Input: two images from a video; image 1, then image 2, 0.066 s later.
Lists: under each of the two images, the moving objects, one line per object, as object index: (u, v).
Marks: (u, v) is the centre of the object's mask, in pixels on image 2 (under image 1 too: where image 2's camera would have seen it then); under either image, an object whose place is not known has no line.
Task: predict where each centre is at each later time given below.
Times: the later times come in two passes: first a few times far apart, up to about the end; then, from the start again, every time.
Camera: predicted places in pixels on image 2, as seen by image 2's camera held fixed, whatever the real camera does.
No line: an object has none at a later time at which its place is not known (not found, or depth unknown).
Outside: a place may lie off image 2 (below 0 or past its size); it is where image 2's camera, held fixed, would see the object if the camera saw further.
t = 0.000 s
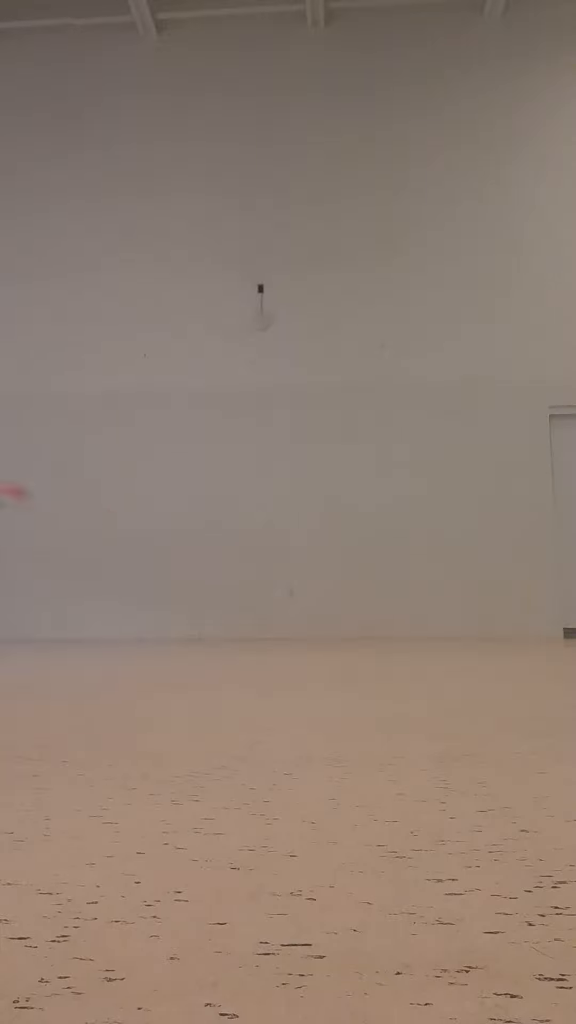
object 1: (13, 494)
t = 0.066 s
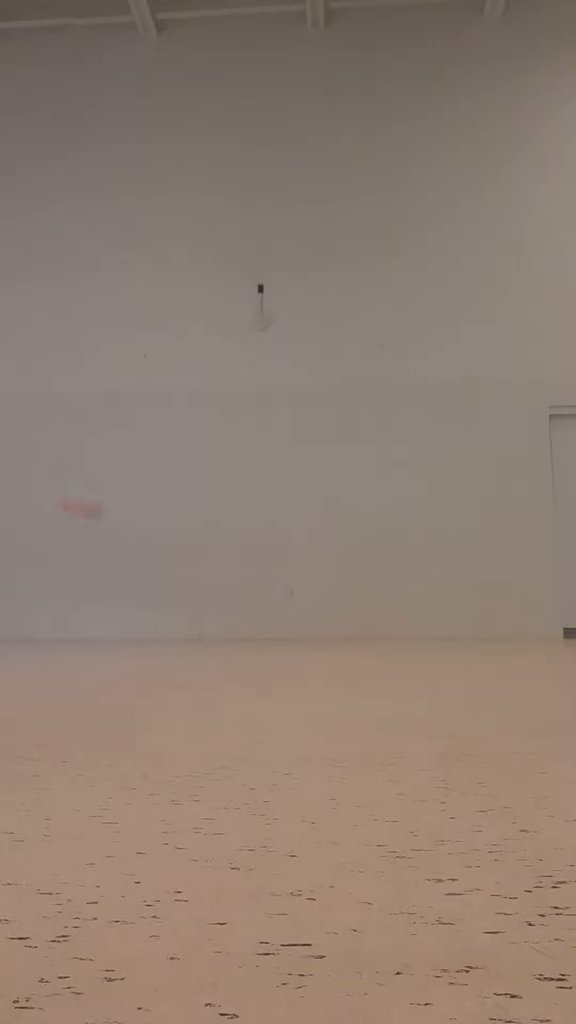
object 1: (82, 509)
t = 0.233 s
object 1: (216, 555)
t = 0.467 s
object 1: (257, 609)
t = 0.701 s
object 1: (264, 579)
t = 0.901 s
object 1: (269, 564)
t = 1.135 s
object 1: (275, 635)
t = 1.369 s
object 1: (289, 576)
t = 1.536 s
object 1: (303, 631)
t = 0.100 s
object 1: (115, 520)
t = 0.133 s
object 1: (141, 528)
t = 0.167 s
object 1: (172, 537)
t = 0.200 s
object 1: (189, 546)
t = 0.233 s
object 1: (216, 555)
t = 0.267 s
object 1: (238, 566)
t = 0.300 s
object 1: (243, 568)
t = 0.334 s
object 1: (246, 573)
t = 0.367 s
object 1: (251, 582)
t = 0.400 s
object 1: (251, 587)
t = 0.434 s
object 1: (253, 597)
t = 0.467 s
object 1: (257, 609)
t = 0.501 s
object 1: (261, 623)
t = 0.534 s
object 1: (262, 628)
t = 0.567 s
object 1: (261, 618)
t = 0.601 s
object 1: (264, 604)
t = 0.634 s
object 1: (266, 594)
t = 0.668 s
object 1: (264, 587)
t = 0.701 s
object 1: (264, 579)
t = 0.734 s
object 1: (264, 572)
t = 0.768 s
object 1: (266, 568)
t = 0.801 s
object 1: (267, 564)
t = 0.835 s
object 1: (267, 563)
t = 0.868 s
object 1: (268, 564)
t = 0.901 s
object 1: (269, 564)
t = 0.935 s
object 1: (270, 568)
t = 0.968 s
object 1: (271, 574)
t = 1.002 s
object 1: (270, 581)
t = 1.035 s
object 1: (272, 593)
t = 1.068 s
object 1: (272, 605)
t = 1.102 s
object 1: (274, 621)
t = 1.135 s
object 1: (275, 635)
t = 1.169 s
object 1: (276, 621)
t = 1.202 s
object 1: (277, 608)
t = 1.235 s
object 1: (279, 598)
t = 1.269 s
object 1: (280, 589)
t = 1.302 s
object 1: (282, 582)
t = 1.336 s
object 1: (285, 577)
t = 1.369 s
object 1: (289, 576)
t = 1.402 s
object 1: (291, 579)
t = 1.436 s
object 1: (294, 586)
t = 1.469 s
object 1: (296, 595)
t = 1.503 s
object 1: (300, 612)
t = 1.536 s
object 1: (303, 631)
